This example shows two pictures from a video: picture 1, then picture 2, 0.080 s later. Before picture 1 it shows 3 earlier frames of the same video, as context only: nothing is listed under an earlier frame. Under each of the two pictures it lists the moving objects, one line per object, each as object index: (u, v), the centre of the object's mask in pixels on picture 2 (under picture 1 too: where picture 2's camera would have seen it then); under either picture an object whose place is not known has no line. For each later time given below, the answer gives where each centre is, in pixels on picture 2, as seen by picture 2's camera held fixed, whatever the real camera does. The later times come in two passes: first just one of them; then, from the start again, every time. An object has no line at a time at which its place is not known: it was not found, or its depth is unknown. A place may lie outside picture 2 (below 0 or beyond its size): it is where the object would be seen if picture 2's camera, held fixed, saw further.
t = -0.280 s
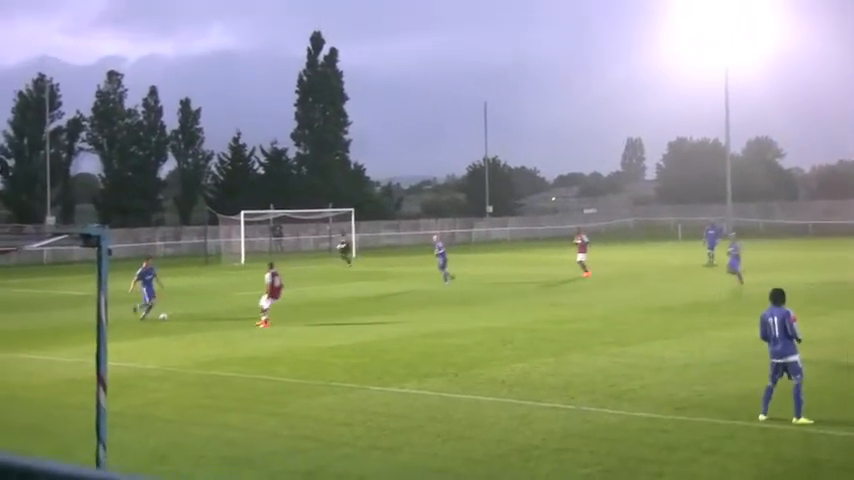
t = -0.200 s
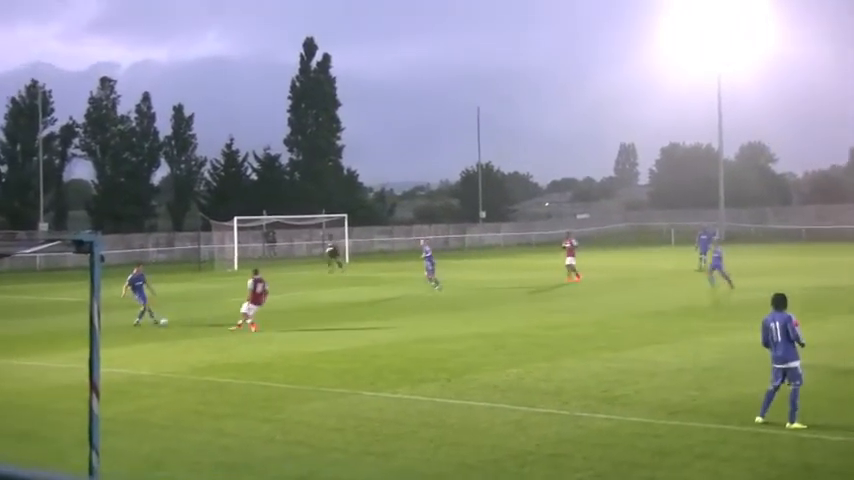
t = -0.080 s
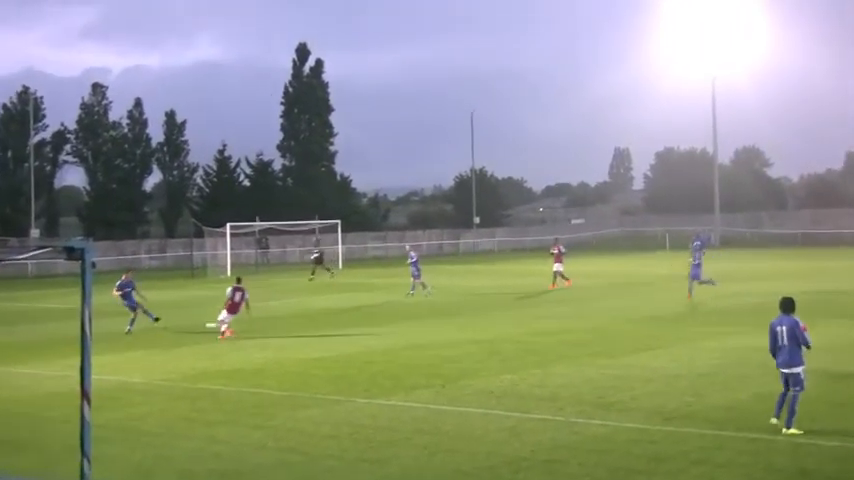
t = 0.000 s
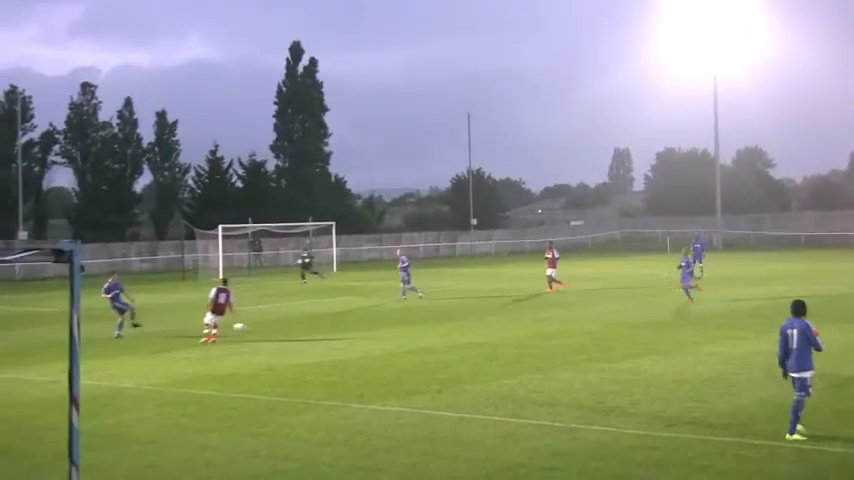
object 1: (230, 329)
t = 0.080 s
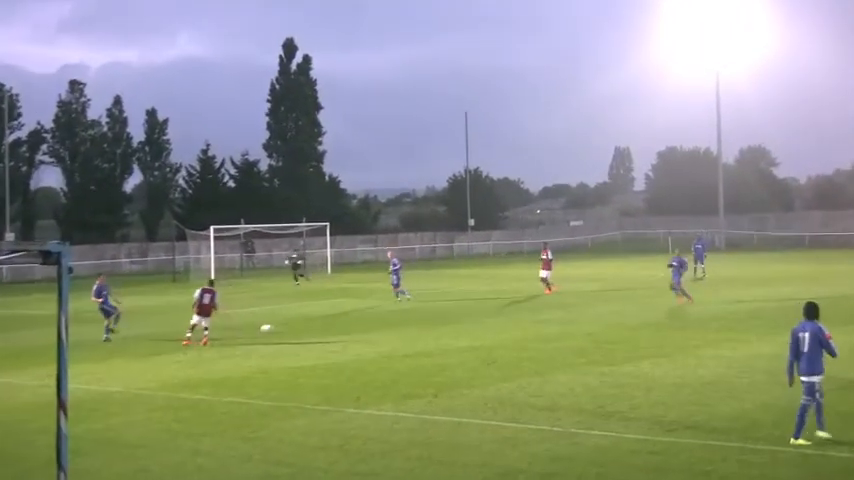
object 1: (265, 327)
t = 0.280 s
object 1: (343, 324)
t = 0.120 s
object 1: (282, 327)
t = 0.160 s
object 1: (297, 326)
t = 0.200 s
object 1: (313, 325)
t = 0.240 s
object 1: (329, 324)
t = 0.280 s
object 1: (343, 324)
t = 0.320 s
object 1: (357, 325)
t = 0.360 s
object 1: (370, 323)
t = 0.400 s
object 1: (383, 323)
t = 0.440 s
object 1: (395, 322)
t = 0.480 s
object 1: (405, 323)
